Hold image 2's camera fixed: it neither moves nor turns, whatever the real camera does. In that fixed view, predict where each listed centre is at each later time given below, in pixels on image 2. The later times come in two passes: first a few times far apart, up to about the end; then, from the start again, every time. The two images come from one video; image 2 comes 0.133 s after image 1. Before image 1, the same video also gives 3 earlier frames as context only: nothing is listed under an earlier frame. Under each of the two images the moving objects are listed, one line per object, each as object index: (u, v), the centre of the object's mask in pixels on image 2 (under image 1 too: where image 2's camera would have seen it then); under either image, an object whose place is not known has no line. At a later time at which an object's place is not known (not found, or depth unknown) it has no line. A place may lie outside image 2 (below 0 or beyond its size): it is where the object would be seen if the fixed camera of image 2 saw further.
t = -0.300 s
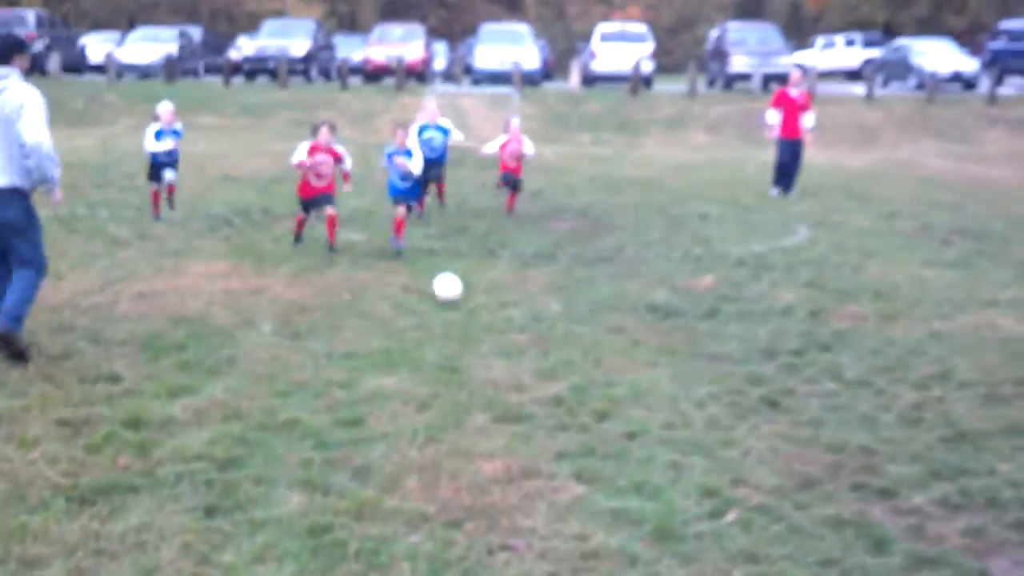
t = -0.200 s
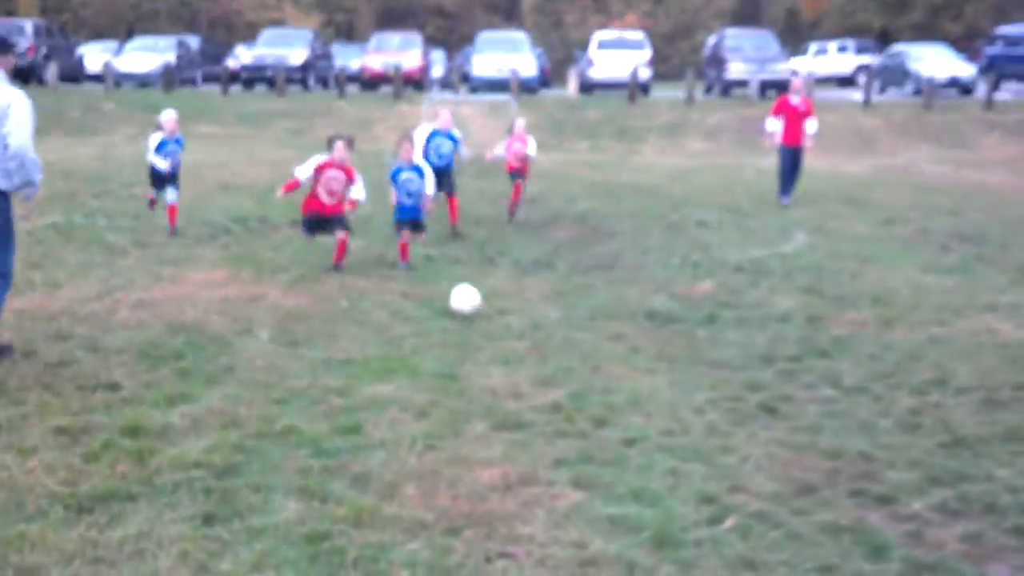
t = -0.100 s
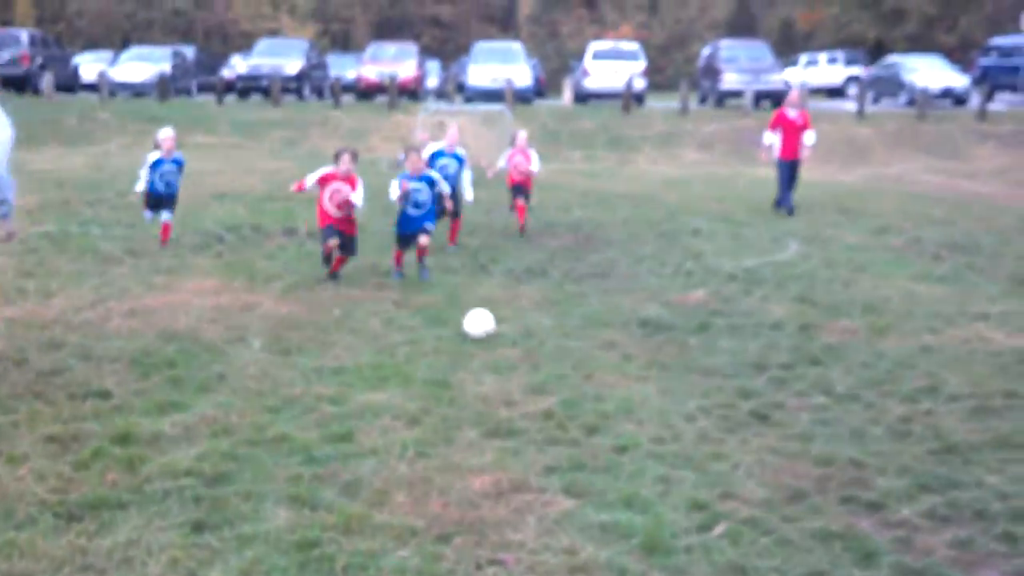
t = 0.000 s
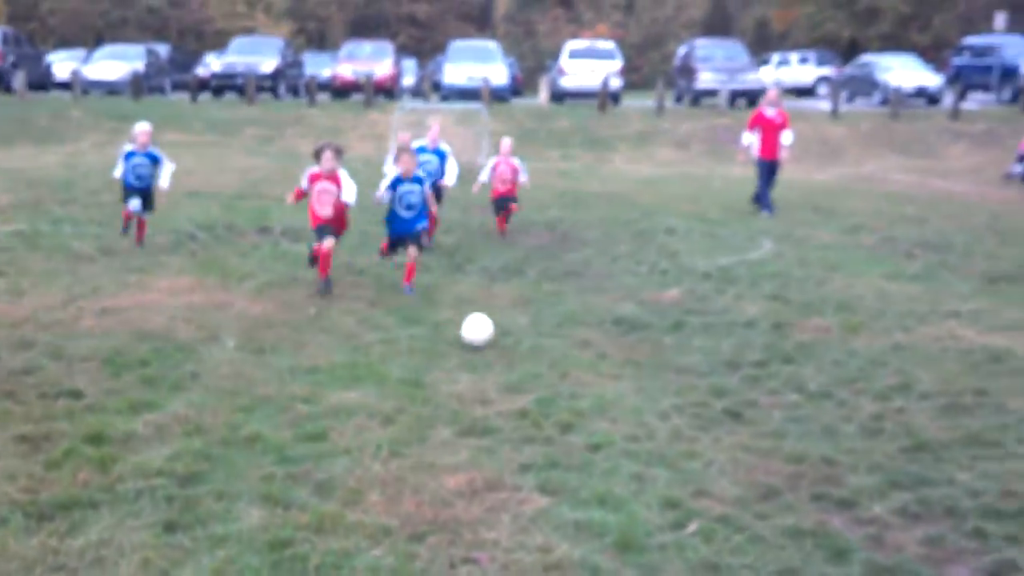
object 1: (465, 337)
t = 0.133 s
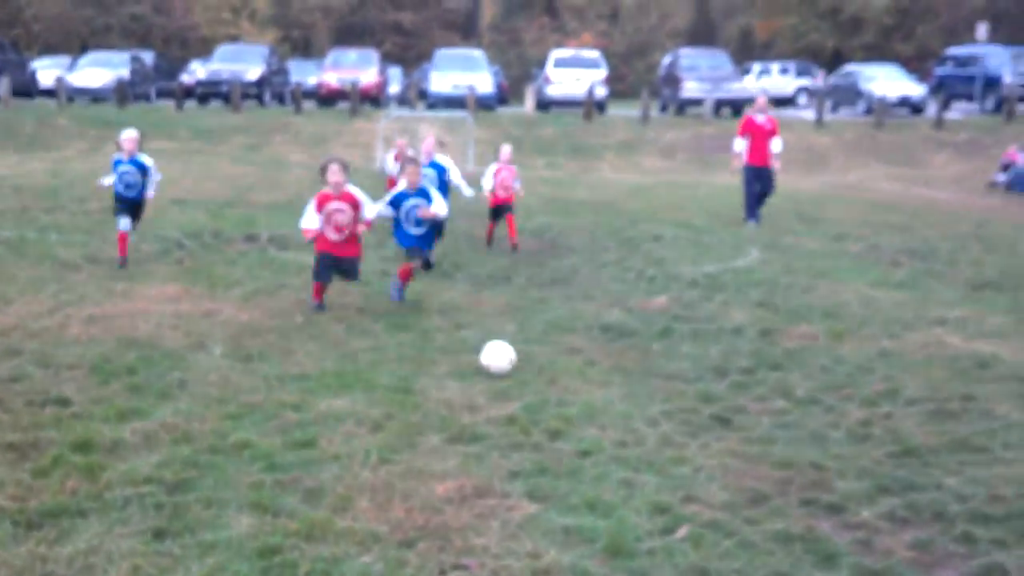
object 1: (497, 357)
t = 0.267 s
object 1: (529, 366)
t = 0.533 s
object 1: (600, 403)
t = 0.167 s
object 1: (506, 361)
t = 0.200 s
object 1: (515, 364)
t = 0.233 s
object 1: (522, 364)
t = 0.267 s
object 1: (529, 366)
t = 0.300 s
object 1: (538, 370)
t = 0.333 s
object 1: (547, 376)
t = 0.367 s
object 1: (555, 385)
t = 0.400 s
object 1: (565, 394)
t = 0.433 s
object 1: (573, 394)
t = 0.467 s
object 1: (581, 395)
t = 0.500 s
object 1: (591, 399)
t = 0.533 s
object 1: (600, 403)
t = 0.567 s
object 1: (609, 412)
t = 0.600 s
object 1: (620, 424)
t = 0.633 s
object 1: (630, 429)
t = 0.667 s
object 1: (640, 435)
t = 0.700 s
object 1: (653, 443)
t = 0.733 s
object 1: (663, 450)
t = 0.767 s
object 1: (674, 457)
